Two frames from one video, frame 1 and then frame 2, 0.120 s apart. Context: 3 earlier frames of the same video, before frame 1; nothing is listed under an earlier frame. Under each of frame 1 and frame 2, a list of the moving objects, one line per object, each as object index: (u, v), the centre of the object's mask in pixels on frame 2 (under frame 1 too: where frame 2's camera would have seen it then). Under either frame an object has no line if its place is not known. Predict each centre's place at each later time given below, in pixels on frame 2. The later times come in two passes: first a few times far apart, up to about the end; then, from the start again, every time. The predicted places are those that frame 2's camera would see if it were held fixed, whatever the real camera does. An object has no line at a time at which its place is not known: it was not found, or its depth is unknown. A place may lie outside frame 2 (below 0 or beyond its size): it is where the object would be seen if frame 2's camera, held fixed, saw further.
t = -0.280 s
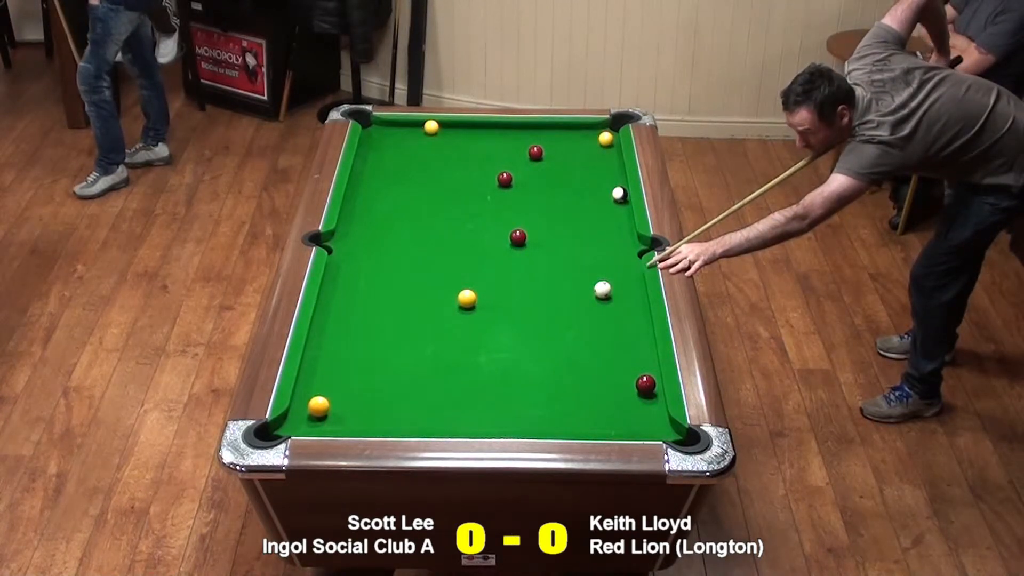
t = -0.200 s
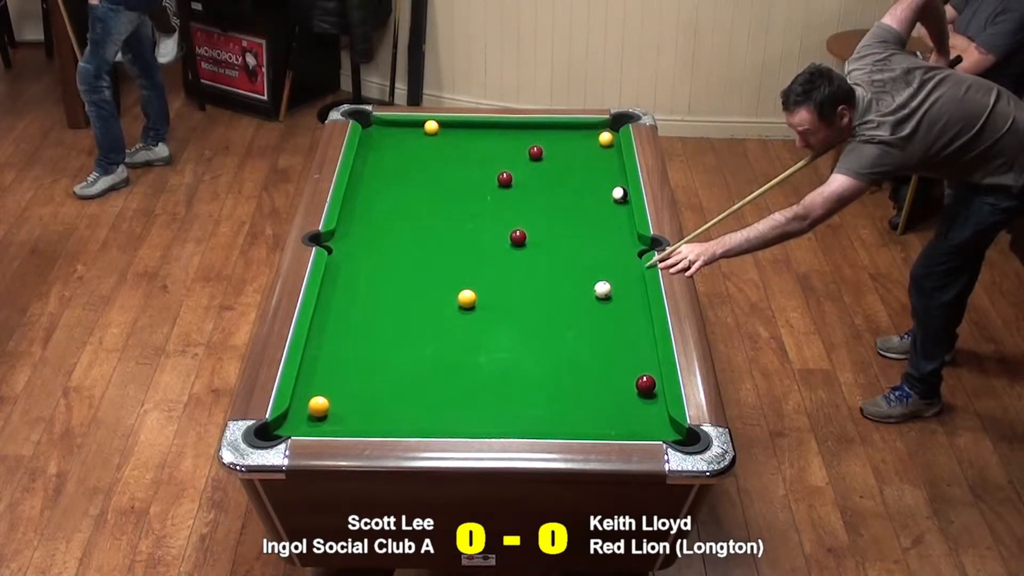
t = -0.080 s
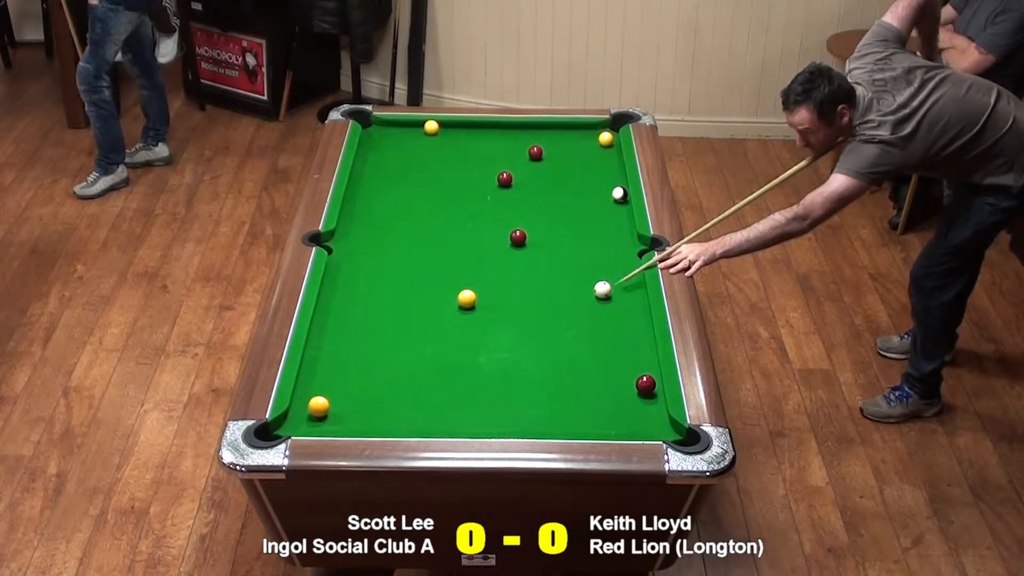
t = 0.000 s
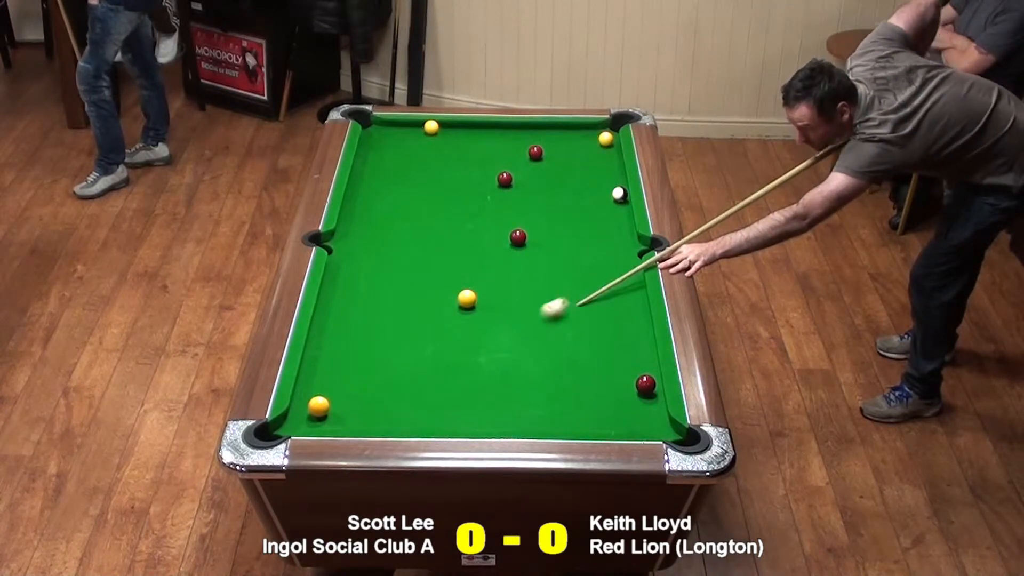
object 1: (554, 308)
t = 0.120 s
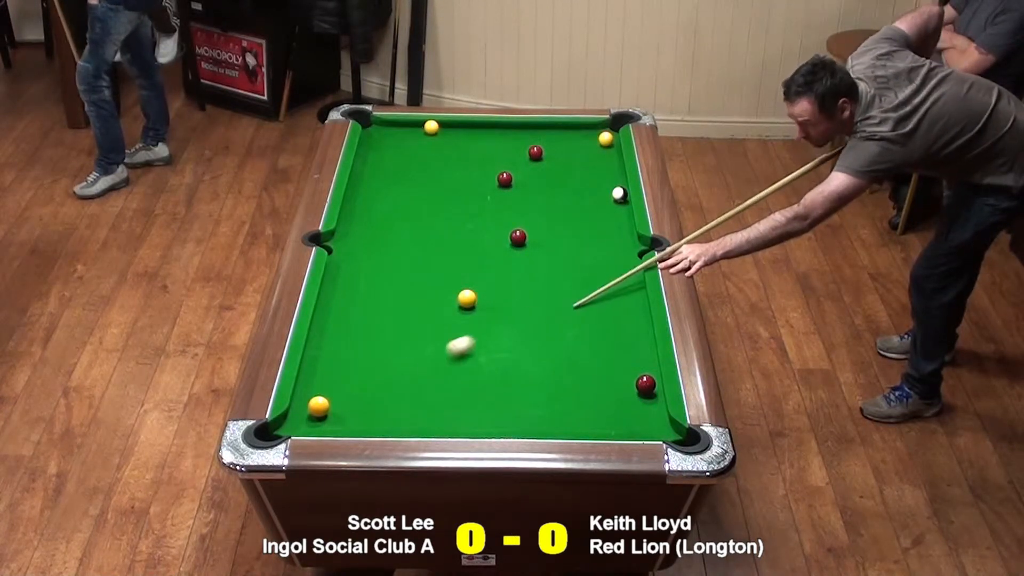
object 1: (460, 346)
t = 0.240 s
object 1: (367, 384)
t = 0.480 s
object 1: (322, 382)
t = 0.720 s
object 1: (312, 365)
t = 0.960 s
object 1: (319, 350)
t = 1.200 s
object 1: (330, 337)
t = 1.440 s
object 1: (340, 325)
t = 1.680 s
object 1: (349, 314)
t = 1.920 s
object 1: (357, 305)
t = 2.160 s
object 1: (364, 297)
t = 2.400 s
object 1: (371, 290)
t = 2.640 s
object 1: (376, 284)
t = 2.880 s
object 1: (381, 279)
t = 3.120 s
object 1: (386, 275)
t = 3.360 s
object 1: (389, 272)
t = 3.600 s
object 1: (391, 270)
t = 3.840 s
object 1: (392, 269)
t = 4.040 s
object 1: (392, 268)
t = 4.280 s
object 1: (393, 268)
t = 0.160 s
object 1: (429, 359)
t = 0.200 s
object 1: (398, 372)
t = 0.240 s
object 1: (367, 384)
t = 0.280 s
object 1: (339, 396)
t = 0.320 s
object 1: (330, 395)
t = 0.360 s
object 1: (329, 392)
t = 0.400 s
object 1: (327, 388)
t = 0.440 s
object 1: (325, 385)
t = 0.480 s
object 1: (322, 382)
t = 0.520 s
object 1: (321, 379)
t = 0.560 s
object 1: (319, 376)
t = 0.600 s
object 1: (317, 373)
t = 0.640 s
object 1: (316, 370)
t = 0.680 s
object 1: (314, 367)
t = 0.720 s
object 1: (312, 365)
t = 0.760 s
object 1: (311, 362)
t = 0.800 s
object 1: (311, 359)
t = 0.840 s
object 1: (313, 357)
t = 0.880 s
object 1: (315, 354)
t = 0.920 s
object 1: (317, 352)
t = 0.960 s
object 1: (319, 350)
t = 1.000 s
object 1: (321, 347)
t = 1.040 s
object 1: (323, 345)
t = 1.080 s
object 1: (325, 343)
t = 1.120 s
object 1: (326, 341)
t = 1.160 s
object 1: (328, 339)
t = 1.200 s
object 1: (330, 337)
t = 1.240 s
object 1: (332, 334)
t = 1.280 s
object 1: (333, 332)
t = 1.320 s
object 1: (335, 330)
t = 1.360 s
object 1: (337, 328)
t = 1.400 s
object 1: (338, 327)
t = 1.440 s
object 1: (340, 325)
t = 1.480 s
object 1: (341, 323)
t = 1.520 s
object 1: (343, 321)
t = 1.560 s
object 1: (345, 319)
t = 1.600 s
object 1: (346, 317)
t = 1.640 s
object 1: (347, 316)
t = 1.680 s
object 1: (349, 314)
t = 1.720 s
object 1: (350, 312)
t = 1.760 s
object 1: (352, 311)
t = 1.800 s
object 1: (353, 309)
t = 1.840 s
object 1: (354, 308)
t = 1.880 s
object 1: (356, 306)
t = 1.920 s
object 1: (357, 305)
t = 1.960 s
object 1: (358, 303)
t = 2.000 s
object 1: (360, 302)
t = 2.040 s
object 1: (361, 301)
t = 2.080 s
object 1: (362, 299)
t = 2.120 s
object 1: (363, 298)
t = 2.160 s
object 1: (364, 297)
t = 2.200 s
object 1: (365, 295)
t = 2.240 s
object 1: (366, 294)
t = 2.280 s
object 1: (368, 293)
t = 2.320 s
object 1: (369, 292)
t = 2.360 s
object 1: (370, 291)
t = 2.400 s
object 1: (371, 290)
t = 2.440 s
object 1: (372, 289)
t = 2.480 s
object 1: (373, 287)
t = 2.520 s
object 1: (373, 286)
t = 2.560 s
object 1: (374, 286)
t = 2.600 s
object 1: (375, 285)
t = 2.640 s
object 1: (376, 284)
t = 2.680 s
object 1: (377, 283)
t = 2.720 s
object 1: (378, 282)
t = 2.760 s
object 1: (379, 281)
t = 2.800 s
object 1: (380, 280)
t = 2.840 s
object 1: (380, 280)
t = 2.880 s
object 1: (381, 279)
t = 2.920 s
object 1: (382, 278)
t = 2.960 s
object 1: (383, 278)
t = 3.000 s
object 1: (383, 277)
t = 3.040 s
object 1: (384, 276)
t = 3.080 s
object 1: (385, 276)
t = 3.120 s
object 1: (386, 275)
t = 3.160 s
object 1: (386, 275)
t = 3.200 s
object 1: (387, 274)
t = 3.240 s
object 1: (387, 274)
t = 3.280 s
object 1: (388, 273)
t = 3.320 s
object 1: (388, 272)
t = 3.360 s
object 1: (389, 272)
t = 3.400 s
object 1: (389, 272)
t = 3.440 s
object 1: (389, 271)
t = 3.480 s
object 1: (390, 271)
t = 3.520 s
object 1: (390, 271)
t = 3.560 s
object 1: (390, 270)
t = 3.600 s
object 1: (391, 270)
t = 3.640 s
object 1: (391, 270)
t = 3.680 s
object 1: (391, 269)
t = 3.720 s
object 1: (391, 269)
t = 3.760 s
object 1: (392, 269)
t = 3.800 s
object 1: (392, 269)
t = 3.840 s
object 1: (392, 269)
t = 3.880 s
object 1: (392, 269)
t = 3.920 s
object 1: (392, 269)
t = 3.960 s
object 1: (392, 269)
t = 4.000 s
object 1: (392, 269)
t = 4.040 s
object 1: (392, 268)
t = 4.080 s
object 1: (393, 268)
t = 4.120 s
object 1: (393, 268)
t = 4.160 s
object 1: (393, 268)
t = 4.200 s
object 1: (393, 268)
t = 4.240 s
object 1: (393, 268)
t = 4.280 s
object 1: (393, 268)
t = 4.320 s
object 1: (393, 268)
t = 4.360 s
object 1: (392, 269)
